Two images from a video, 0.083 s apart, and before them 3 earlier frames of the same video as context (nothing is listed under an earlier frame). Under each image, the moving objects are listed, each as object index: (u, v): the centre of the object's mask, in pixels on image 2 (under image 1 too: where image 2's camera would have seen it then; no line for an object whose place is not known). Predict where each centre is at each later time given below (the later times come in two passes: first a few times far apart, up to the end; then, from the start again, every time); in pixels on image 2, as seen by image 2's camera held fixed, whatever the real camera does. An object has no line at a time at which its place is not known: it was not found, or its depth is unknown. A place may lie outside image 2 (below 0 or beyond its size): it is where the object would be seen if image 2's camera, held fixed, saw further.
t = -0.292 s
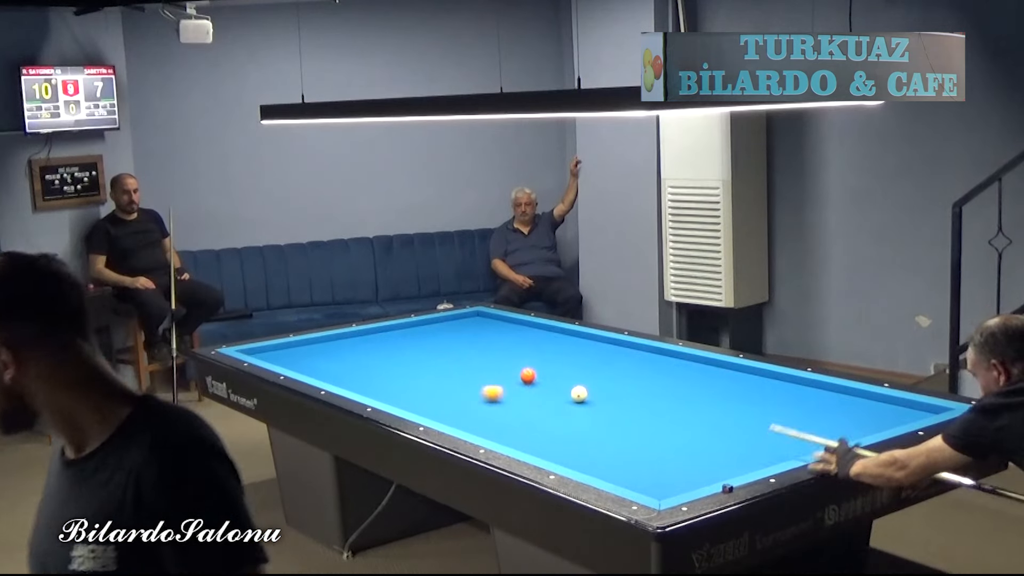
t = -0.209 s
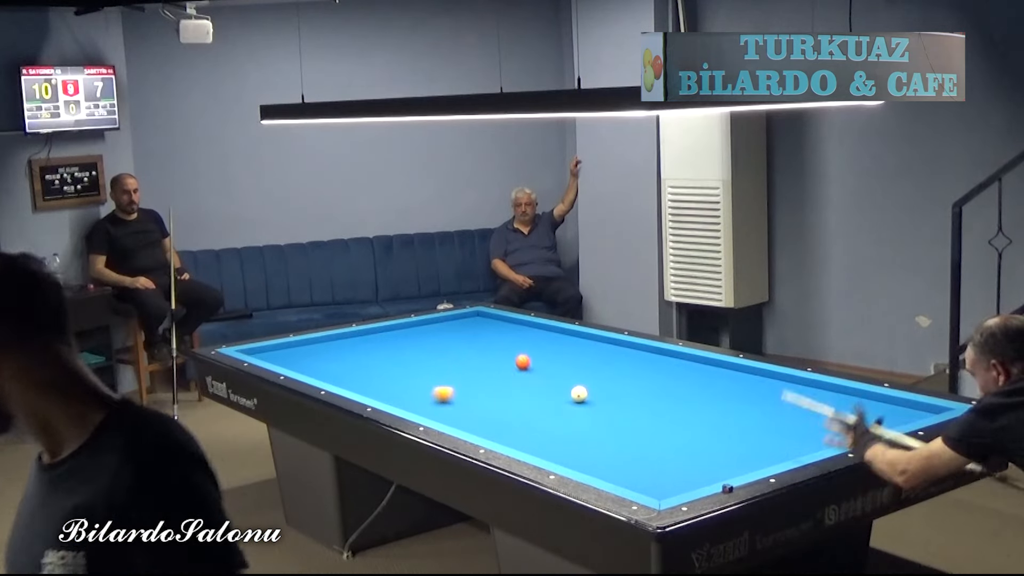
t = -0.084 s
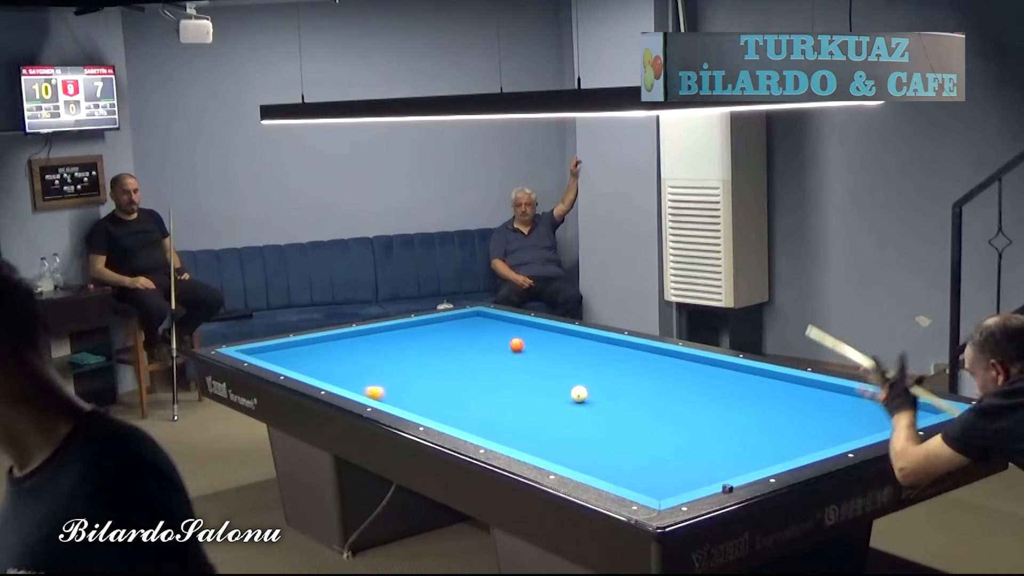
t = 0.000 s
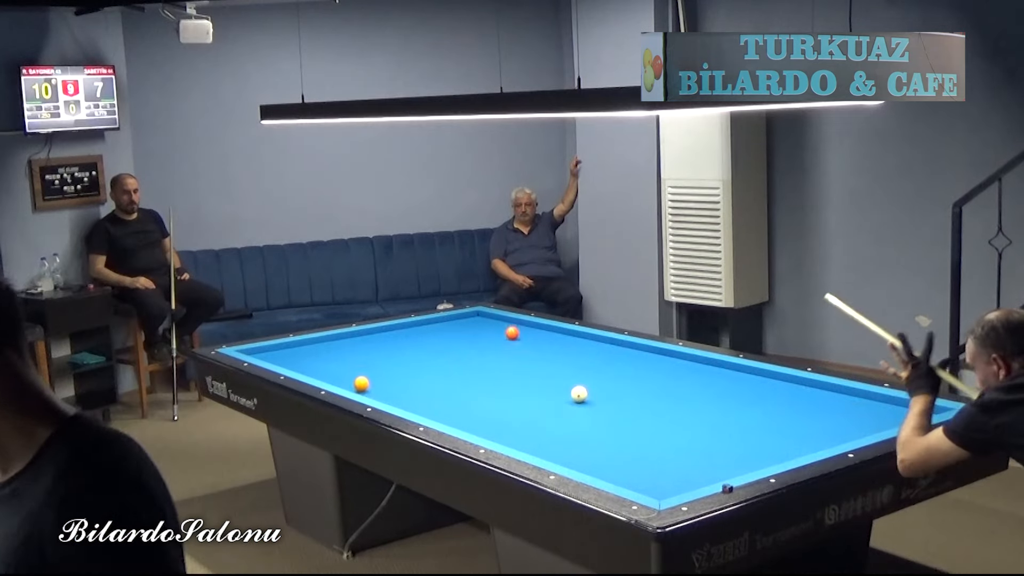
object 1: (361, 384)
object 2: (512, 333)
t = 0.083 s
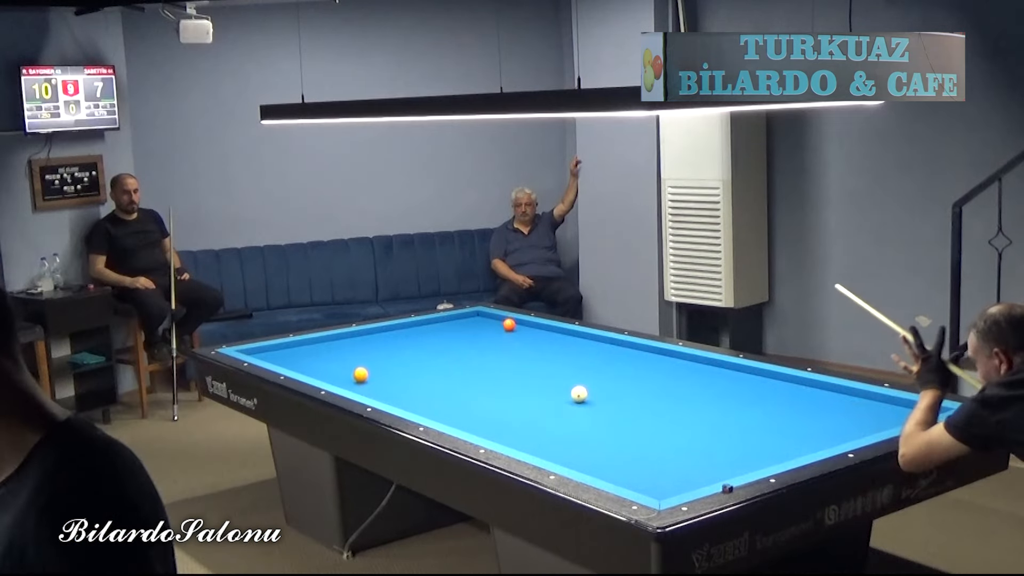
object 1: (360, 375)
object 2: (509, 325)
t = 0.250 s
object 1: (355, 359)
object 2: (476, 317)
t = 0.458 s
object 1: (347, 342)
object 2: (449, 323)
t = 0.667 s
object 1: (383, 335)
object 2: (445, 334)
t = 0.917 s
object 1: (458, 334)
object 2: (440, 346)
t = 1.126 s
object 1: (524, 333)
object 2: (434, 358)
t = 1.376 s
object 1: (578, 336)
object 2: (427, 372)
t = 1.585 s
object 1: (586, 347)
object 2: (421, 387)
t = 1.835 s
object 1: (597, 360)
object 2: (413, 403)
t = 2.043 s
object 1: (608, 373)
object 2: (439, 413)
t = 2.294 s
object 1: (621, 389)
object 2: (490, 418)
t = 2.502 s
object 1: (634, 404)
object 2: (538, 423)
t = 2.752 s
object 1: (651, 423)
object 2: (593, 429)
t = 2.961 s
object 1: (667, 443)
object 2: (644, 434)
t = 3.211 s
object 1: (688, 467)
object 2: (703, 440)
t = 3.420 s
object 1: (686, 483)
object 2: (758, 446)
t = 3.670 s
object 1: (621, 481)
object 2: (810, 447)
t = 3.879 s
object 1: (615, 471)
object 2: (806, 438)
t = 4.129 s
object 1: (607, 456)
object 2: (802, 425)
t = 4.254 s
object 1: (604, 449)
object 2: (800, 420)
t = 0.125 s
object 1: (359, 370)
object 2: (508, 321)
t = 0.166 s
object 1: (358, 366)
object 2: (504, 318)
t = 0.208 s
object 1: (356, 363)
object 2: (490, 317)
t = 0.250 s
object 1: (355, 359)
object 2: (476, 317)
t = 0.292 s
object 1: (353, 356)
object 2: (463, 317)
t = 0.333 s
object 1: (352, 352)
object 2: (450, 316)
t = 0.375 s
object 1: (350, 348)
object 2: (449, 318)
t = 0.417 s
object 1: (349, 345)
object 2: (449, 321)
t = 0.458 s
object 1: (347, 342)
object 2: (449, 323)
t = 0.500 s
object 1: (345, 337)
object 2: (448, 326)
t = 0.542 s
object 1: (344, 334)
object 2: (448, 328)
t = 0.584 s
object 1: (356, 334)
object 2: (447, 330)
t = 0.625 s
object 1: (370, 334)
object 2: (446, 332)
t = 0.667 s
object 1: (383, 335)
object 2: (445, 334)
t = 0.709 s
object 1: (397, 335)
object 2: (445, 336)
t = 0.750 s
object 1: (410, 335)
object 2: (444, 338)
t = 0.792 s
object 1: (422, 335)
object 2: (443, 340)
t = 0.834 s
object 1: (434, 334)
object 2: (442, 342)
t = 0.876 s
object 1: (447, 334)
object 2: (441, 344)
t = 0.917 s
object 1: (458, 334)
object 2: (440, 346)
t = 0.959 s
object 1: (476, 334)
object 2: (438, 349)
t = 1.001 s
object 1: (488, 334)
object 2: (437, 351)
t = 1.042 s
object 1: (500, 334)
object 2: (436, 353)
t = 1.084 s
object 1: (512, 333)
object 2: (435, 356)
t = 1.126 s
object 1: (524, 333)
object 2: (434, 358)
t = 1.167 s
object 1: (536, 333)
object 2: (433, 360)
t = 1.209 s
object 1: (548, 333)
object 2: (432, 363)
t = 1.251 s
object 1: (559, 333)
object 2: (431, 365)
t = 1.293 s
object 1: (572, 333)
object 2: (429, 367)
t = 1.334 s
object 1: (578, 334)
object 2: (428, 370)
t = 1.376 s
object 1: (578, 336)
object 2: (427, 372)
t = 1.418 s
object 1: (579, 338)
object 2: (426, 375)
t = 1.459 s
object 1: (581, 341)
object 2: (425, 378)
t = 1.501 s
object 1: (582, 343)
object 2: (423, 381)
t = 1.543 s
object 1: (584, 345)
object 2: (422, 384)
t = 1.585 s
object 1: (586, 347)
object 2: (421, 387)
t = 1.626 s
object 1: (588, 349)
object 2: (420, 389)
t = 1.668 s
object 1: (589, 351)
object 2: (418, 392)
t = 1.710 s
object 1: (591, 353)
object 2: (417, 395)
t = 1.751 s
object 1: (593, 356)
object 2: (416, 398)
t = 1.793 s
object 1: (595, 358)
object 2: (414, 400)
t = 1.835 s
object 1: (597, 360)
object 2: (413, 403)
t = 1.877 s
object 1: (599, 362)
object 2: (412, 406)
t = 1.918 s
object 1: (600, 365)
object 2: (411, 407)
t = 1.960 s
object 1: (604, 368)
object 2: (421, 410)
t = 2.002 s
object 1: (606, 371)
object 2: (430, 411)
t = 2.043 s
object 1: (608, 373)
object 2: (439, 413)
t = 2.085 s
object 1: (610, 376)
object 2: (447, 414)
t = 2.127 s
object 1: (612, 378)
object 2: (455, 415)
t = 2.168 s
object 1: (614, 381)
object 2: (464, 416)
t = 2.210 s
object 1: (616, 383)
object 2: (472, 416)
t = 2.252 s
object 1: (619, 386)
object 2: (481, 417)
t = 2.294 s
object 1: (621, 389)
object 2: (490, 418)
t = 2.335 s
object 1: (623, 391)
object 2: (498, 419)
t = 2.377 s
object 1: (625, 394)
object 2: (507, 420)
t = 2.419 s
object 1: (629, 399)
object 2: (520, 422)
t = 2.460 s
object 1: (632, 401)
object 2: (529, 423)
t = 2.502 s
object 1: (634, 404)
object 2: (538, 423)
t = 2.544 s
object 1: (637, 407)
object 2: (547, 424)
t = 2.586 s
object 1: (640, 410)
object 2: (556, 425)
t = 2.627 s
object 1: (642, 414)
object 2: (565, 426)
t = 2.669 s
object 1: (645, 417)
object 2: (574, 427)
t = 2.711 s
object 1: (648, 420)
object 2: (584, 428)
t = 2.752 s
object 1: (651, 423)
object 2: (593, 429)
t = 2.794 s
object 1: (653, 427)
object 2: (602, 430)
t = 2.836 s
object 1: (656, 430)
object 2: (611, 431)
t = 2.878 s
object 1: (659, 434)
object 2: (621, 432)
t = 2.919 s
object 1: (664, 439)
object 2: (635, 433)
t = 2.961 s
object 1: (667, 443)
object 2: (644, 434)
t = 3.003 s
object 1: (670, 447)
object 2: (653, 435)
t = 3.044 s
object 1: (674, 451)
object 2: (663, 435)
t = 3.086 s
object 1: (677, 455)
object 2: (673, 436)
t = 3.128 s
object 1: (680, 459)
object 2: (684, 438)
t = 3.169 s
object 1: (684, 463)
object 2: (693, 439)
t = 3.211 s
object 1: (688, 467)
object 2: (703, 440)
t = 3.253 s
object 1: (691, 472)
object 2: (713, 441)
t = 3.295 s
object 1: (695, 476)
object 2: (723, 442)
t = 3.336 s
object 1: (699, 479)
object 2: (733, 444)
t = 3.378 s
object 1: (702, 481)
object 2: (743, 444)
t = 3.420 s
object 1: (686, 483)
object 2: (758, 446)
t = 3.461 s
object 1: (673, 484)
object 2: (769, 447)
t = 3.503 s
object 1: (662, 485)
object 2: (779, 449)
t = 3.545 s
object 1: (651, 484)
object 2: (789, 449)
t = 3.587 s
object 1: (641, 484)
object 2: (799, 449)
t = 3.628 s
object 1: (630, 482)
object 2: (809, 448)
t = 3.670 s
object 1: (621, 481)
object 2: (810, 447)
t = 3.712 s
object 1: (620, 479)
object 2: (809, 445)
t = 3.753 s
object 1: (619, 477)
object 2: (807, 444)
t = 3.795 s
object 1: (618, 475)
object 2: (807, 442)
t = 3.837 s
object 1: (616, 473)
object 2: (806, 440)
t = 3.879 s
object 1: (615, 471)
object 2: (806, 438)
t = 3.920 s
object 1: (613, 468)
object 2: (805, 435)
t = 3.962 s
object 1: (612, 465)
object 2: (804, 433)
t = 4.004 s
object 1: (611, 463)
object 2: (804, 431)
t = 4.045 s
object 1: (610, 460)
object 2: (803, 429)
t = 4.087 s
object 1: (609, 458)
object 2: (802, 427)
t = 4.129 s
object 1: (607, 456)
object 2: (802, 425)
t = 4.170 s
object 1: (606, 453)
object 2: (801, 423)
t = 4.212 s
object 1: (605, 451)
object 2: (800, 422)
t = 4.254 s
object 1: (604, 449)
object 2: (800, 420)
